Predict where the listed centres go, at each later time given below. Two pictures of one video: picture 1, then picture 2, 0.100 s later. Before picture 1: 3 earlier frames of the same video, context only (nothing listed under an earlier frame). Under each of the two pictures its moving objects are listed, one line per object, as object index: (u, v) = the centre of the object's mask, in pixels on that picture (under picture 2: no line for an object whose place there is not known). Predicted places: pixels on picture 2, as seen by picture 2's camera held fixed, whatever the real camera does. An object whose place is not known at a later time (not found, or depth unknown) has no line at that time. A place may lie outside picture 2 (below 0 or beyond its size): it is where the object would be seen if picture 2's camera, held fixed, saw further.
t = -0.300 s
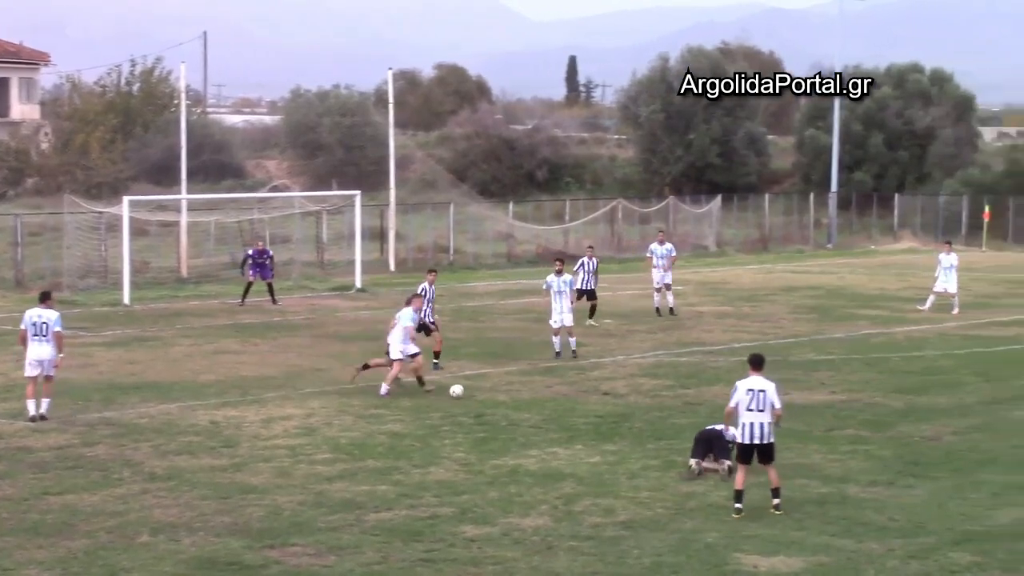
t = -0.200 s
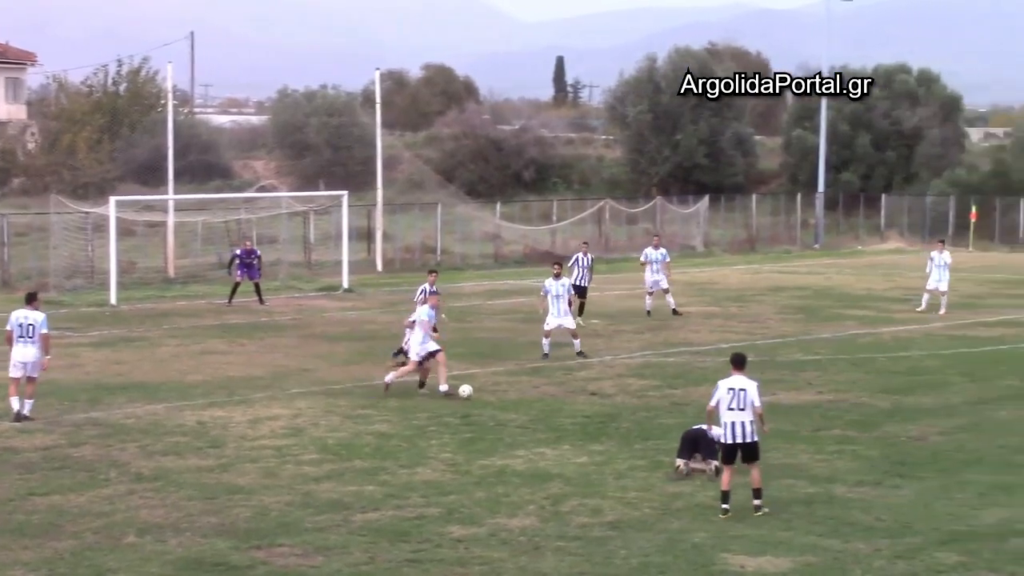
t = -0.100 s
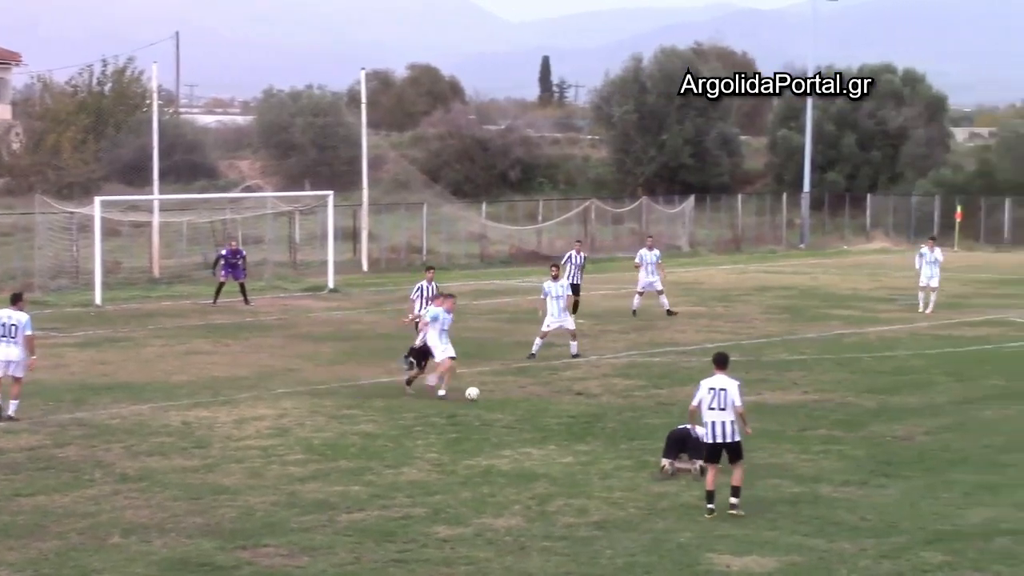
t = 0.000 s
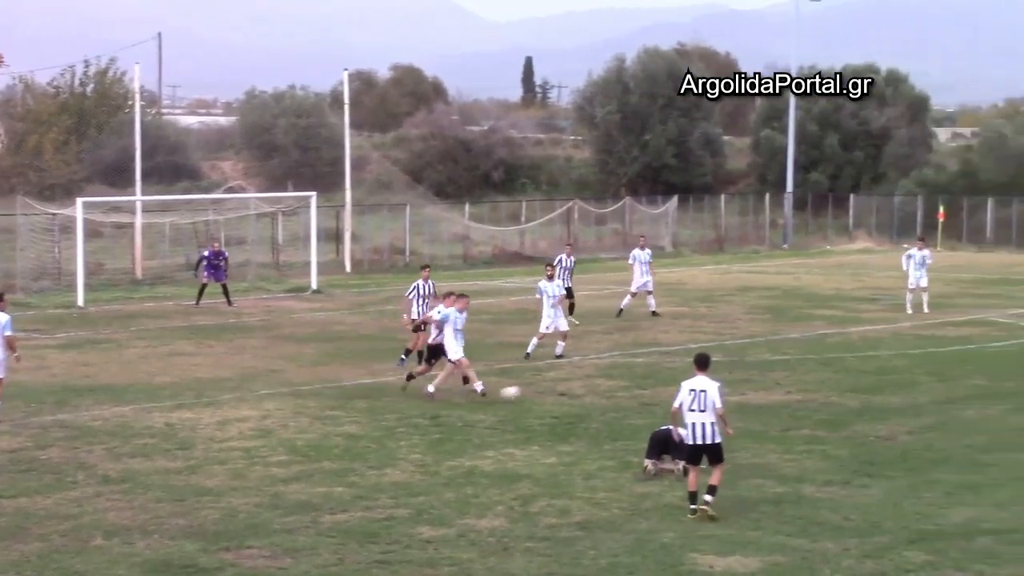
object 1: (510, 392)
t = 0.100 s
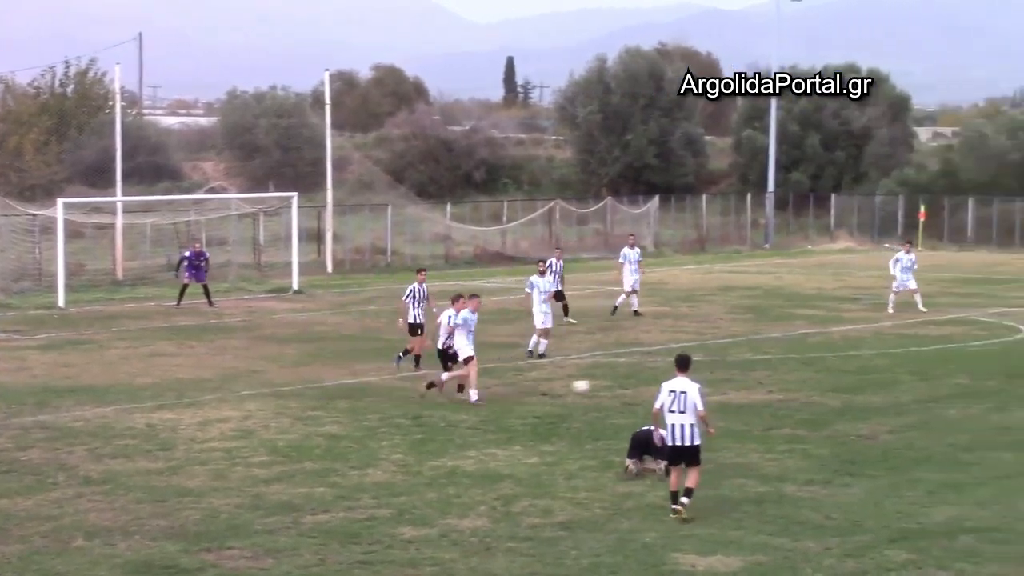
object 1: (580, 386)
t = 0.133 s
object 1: (609, 386)
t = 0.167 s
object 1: (636, 387)
